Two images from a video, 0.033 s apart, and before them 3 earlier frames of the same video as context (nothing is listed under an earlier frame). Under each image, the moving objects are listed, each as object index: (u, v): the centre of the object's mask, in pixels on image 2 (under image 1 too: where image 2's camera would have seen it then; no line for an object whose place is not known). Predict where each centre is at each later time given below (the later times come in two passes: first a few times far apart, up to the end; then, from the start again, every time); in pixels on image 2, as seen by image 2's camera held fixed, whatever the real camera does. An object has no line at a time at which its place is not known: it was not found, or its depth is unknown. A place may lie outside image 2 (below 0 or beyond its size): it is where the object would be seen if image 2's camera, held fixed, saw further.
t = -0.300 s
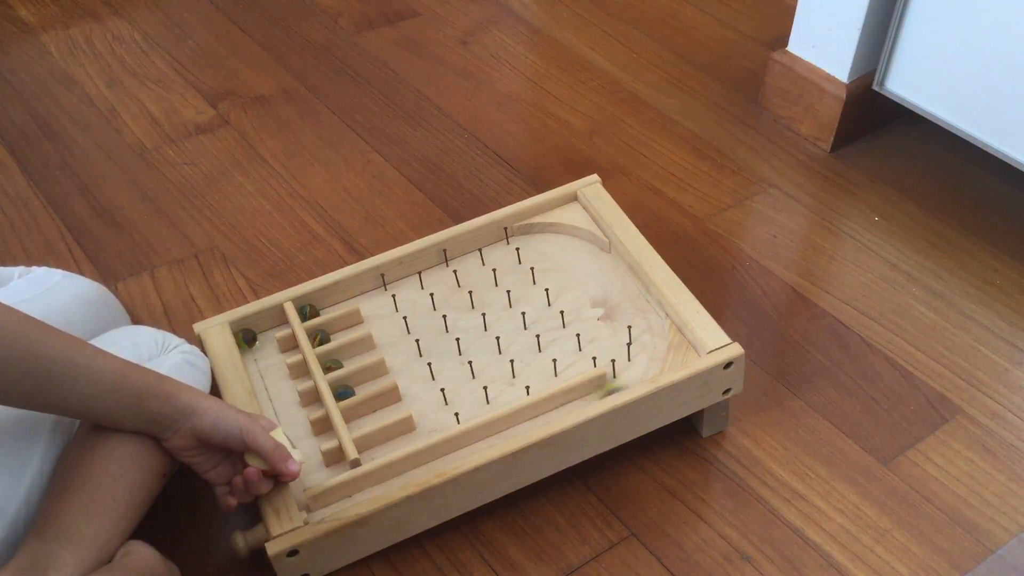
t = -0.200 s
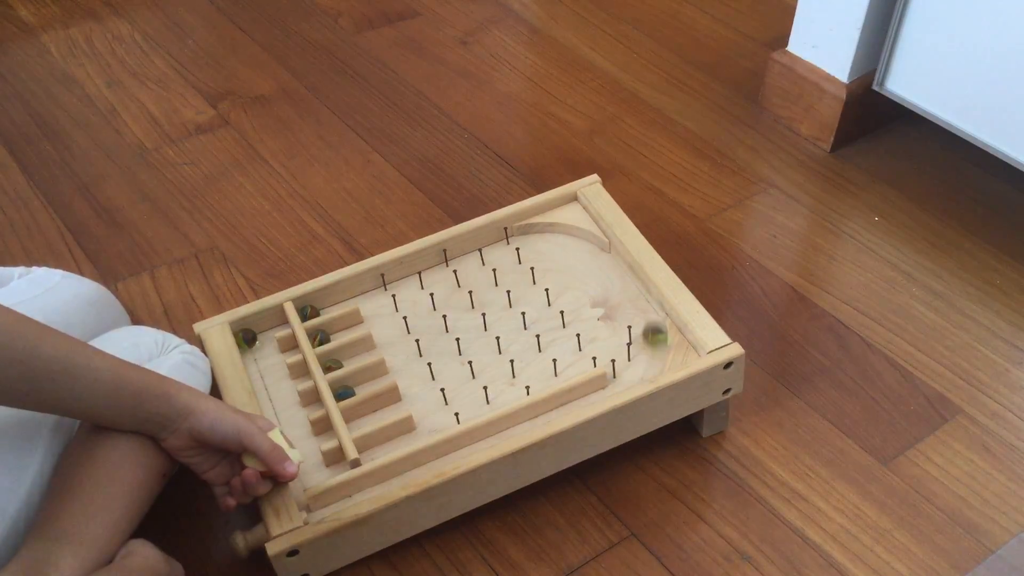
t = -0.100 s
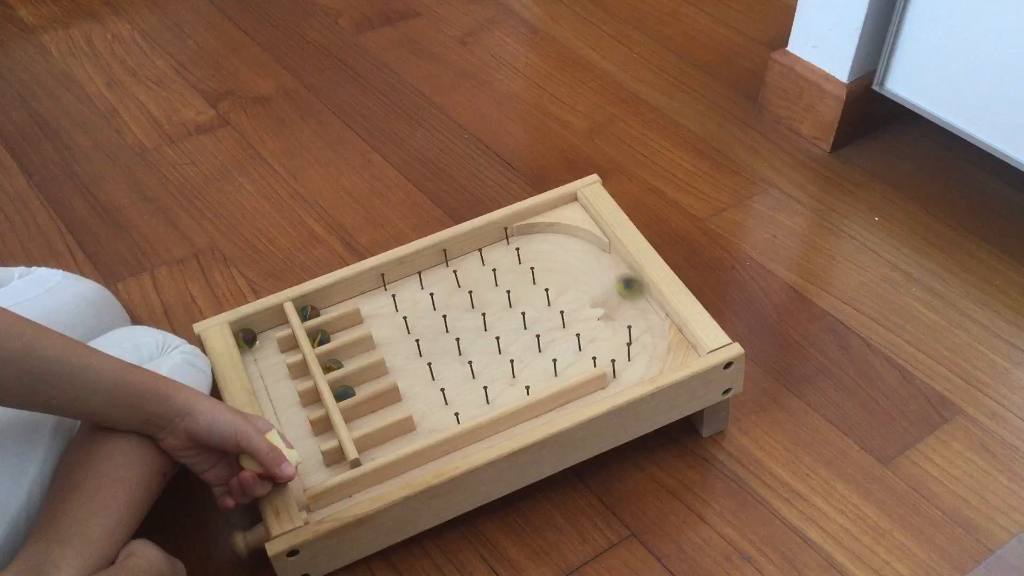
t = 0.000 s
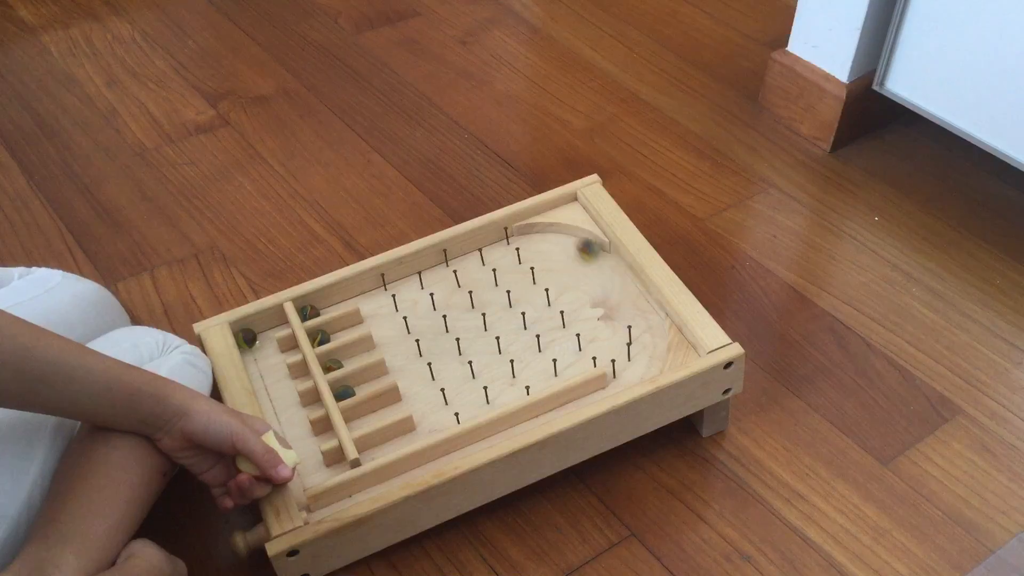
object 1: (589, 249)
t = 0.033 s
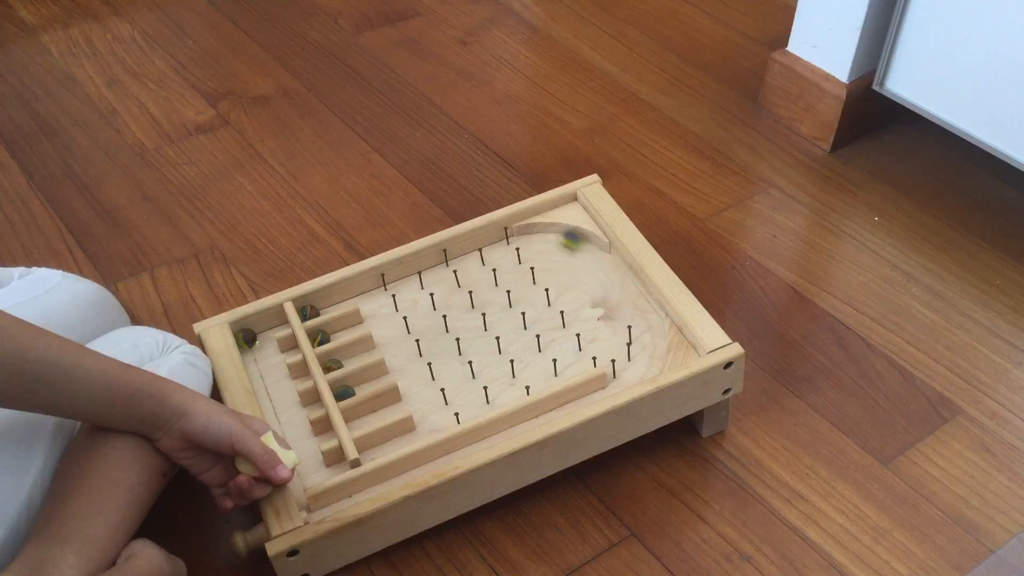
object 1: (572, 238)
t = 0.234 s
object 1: (556, 256)
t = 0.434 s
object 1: (571, 292)
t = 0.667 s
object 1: (577, 320)
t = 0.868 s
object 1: (527, 373)
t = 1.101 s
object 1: (510, 381)
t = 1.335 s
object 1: (463, 393)
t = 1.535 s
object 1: (463, 404)
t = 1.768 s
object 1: (424, 430)
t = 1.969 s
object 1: (373, 449)
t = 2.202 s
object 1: (370, 450)
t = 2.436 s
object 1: (369, 449)
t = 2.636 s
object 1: (369, 450)
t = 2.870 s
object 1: (369, 450)
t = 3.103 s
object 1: (369, 450)
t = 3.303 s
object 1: (369, 450)
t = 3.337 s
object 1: (369, 450)
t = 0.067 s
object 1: (554, 234)
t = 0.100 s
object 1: (530, 233)
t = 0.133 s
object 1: (526, 235)
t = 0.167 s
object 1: (542, 244)
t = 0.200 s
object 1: (552, 250)
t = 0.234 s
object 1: (556, 256)
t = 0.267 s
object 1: (559, 264)
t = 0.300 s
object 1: (560, 271)
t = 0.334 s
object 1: (560, 280)
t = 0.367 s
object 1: (557, 288)
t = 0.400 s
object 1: (564, 291)
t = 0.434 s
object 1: (571, 292)
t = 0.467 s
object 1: (576, 294)
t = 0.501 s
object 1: (581, 296)
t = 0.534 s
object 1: (584, 301)
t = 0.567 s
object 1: (584, 304)
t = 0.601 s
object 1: (583, 309)
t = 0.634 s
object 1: (581, 314)
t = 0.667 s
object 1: (577, 320)
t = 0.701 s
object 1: (572, 327)
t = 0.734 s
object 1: (564, 336)
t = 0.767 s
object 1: (556, 344)
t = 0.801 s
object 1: (545, 352)
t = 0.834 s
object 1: (534, 363)
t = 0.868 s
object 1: (527, 373)
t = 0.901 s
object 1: (532, 382)
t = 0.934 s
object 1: (541, 377)
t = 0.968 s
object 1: (542, 375)
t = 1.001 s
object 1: (535, 376)
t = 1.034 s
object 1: (529, 375)
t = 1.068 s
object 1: (521, 377)
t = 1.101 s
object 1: (510, 381)
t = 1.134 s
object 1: (499, 384)
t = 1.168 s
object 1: (489, 382)
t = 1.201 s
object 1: (481, 377)
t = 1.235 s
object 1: (479, 382)
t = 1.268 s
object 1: (477, 387)
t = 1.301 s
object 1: (470, 390)
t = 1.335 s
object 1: (463, 393)
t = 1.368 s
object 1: (461, 395)
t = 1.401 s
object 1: (465, 396)
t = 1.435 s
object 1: (467, 397)
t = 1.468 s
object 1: (468, 399)
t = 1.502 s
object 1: (467, 401)
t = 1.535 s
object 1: (463, 404)
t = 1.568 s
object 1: (458, 408)
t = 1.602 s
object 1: (453, 413)
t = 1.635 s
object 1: (444, 417)
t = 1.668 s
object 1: (434, 421)
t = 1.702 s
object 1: (428, 424)
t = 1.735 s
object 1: (427, 428)
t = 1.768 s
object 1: (424, 430)
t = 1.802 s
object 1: (420, 431)
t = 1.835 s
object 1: (414, 433)
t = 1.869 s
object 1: (407, 435)
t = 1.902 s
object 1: (397, 438)
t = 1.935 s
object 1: (387, 444)
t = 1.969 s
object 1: (373, 449)
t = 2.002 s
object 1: (372, 450)
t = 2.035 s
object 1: (375, 448)
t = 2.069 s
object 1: (376, 448)
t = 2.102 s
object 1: (376, 448)
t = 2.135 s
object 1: (373, 449)
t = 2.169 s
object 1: (370, 450)
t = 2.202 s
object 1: (370, 450)
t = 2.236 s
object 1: (369, 450)
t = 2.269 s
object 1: (369, 450)
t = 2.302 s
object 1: (369, 450)
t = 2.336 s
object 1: (369, 449)
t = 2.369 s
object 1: (369, 450)
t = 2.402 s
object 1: (369, 450)
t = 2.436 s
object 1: (369, 449)
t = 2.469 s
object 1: (369, 450)
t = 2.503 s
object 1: (369, 450)
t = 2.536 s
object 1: (369, 450)
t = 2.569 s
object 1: (369, 450)
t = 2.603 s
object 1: (369, 450)
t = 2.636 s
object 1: (369, 450)
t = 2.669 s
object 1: (369, 450)
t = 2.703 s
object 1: (369, 450)
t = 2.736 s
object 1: (369, 450)
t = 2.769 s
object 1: (369, 450)
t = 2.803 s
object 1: (369, 450)
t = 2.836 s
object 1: (369, 450)
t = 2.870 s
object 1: (369, 450)
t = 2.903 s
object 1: (369, 450)
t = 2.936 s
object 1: (369, 450)
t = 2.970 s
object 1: (369, 450)
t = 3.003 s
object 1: (369, 450)
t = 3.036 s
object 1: (369, 450)
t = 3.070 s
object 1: (369, 450)
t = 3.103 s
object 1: (369, 450)
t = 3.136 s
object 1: (369, 450)
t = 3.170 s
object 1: (369, 450)
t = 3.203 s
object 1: (369, 450)
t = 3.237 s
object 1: (369, 450)
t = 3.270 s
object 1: (369, 450)
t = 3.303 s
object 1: (369, 450)
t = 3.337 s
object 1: (369, 450)
